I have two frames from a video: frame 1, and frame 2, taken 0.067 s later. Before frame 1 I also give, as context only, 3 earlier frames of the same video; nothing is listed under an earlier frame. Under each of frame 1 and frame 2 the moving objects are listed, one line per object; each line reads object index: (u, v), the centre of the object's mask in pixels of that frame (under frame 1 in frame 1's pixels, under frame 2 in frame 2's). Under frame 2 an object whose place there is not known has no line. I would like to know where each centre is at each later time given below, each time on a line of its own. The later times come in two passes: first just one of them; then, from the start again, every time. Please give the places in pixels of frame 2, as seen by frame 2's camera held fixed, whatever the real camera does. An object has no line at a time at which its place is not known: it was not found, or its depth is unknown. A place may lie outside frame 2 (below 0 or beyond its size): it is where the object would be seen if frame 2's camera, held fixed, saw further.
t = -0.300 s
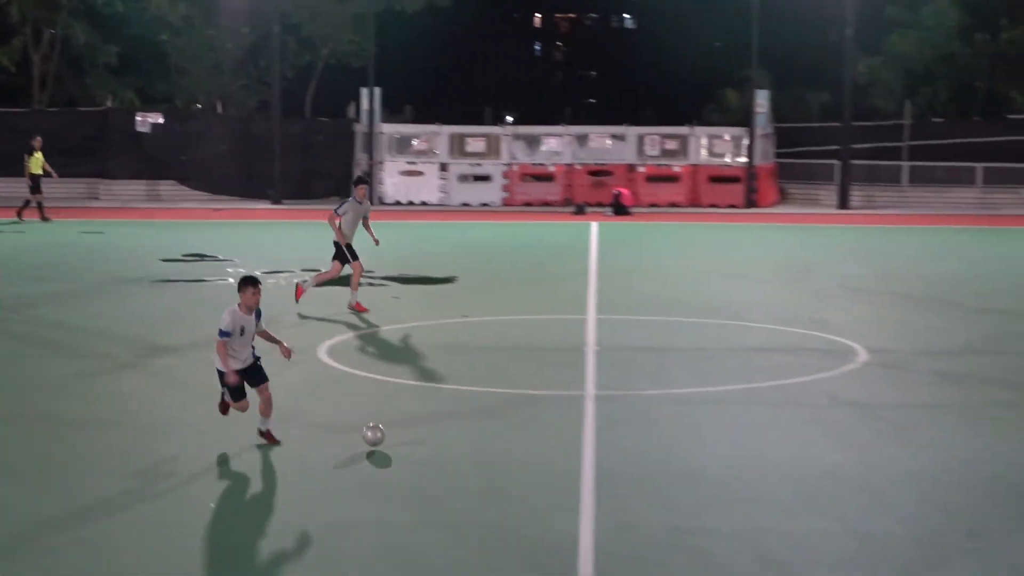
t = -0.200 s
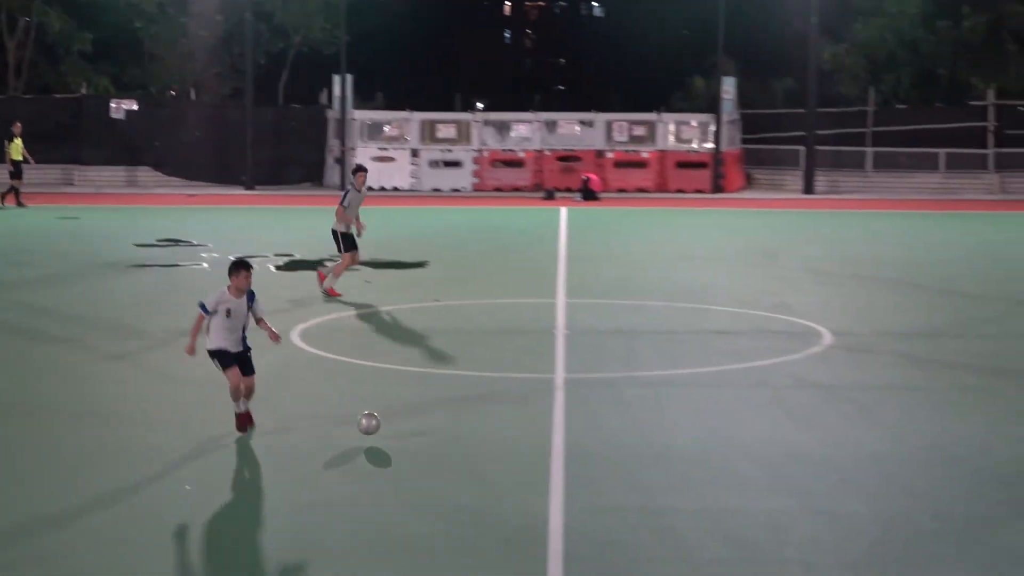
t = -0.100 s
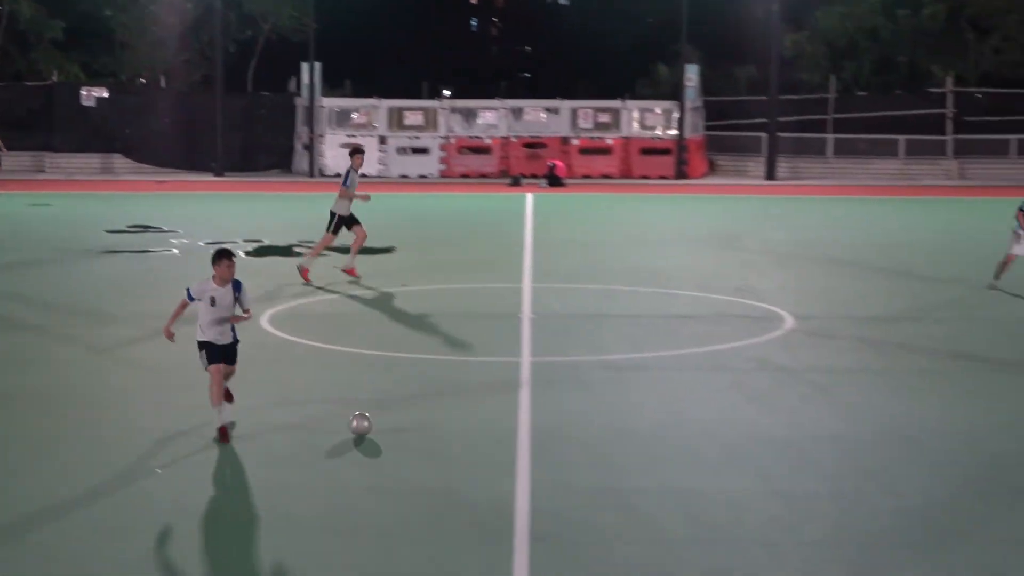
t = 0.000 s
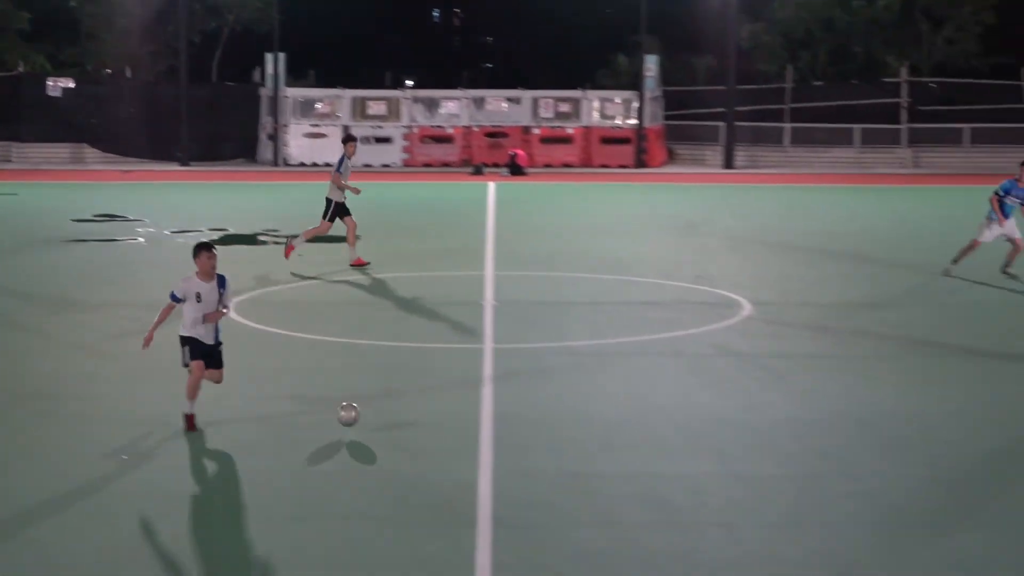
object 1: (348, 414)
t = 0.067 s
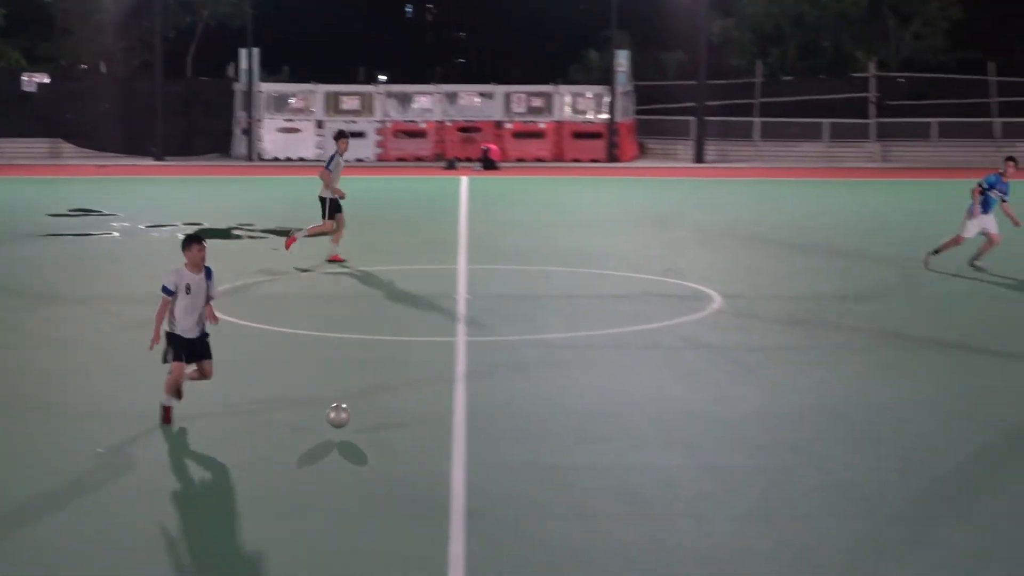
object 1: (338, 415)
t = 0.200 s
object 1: (367, 436)
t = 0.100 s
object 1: (346, 423)
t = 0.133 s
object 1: (352, 432)
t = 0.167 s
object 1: (360, 434)
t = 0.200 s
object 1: (367, 436)
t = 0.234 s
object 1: (374, 439)
